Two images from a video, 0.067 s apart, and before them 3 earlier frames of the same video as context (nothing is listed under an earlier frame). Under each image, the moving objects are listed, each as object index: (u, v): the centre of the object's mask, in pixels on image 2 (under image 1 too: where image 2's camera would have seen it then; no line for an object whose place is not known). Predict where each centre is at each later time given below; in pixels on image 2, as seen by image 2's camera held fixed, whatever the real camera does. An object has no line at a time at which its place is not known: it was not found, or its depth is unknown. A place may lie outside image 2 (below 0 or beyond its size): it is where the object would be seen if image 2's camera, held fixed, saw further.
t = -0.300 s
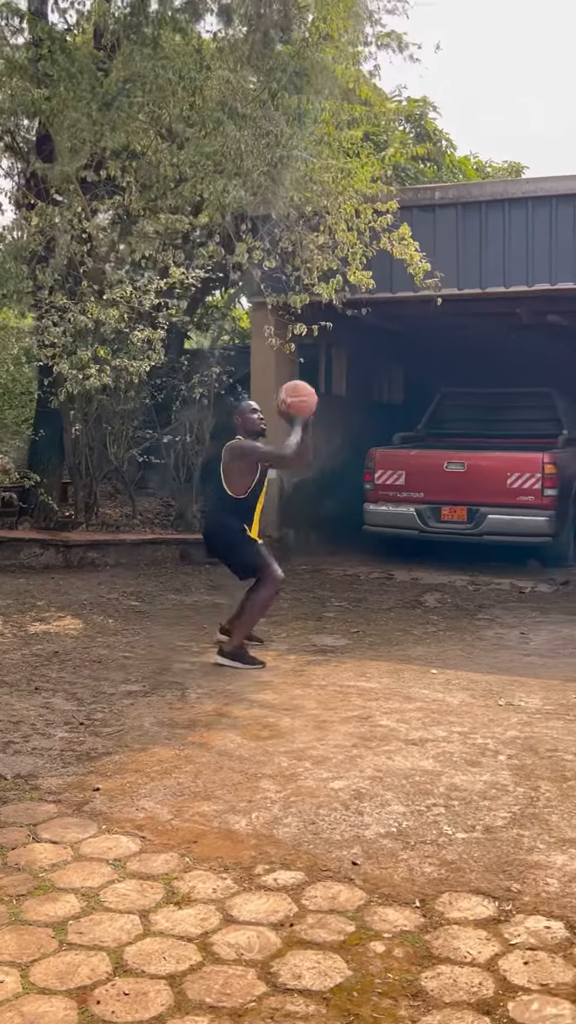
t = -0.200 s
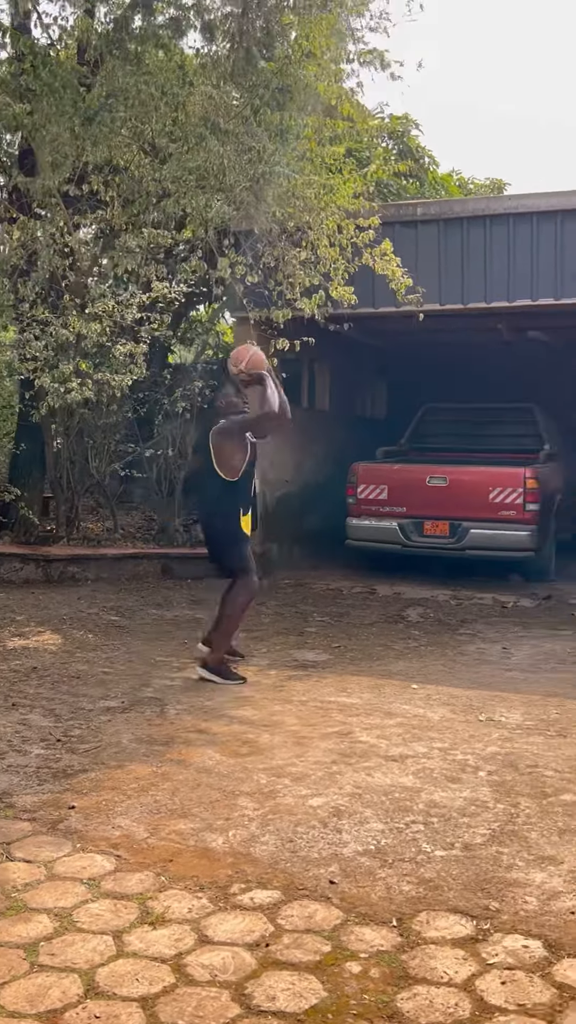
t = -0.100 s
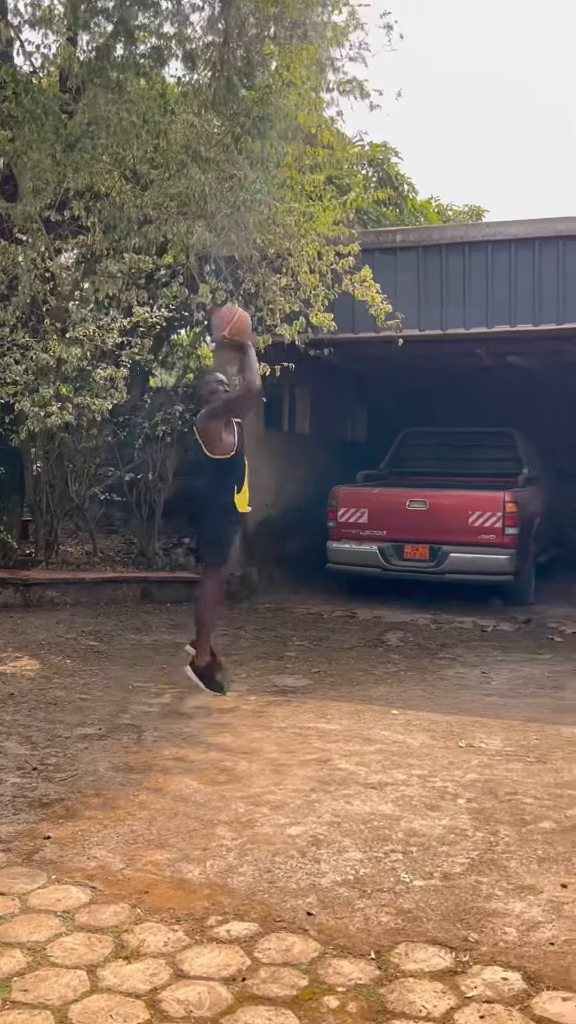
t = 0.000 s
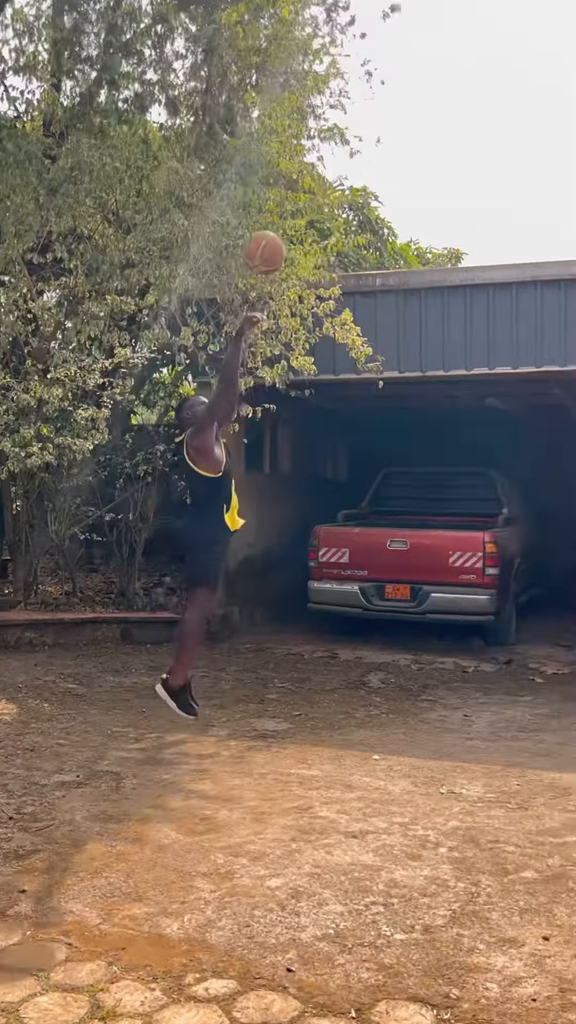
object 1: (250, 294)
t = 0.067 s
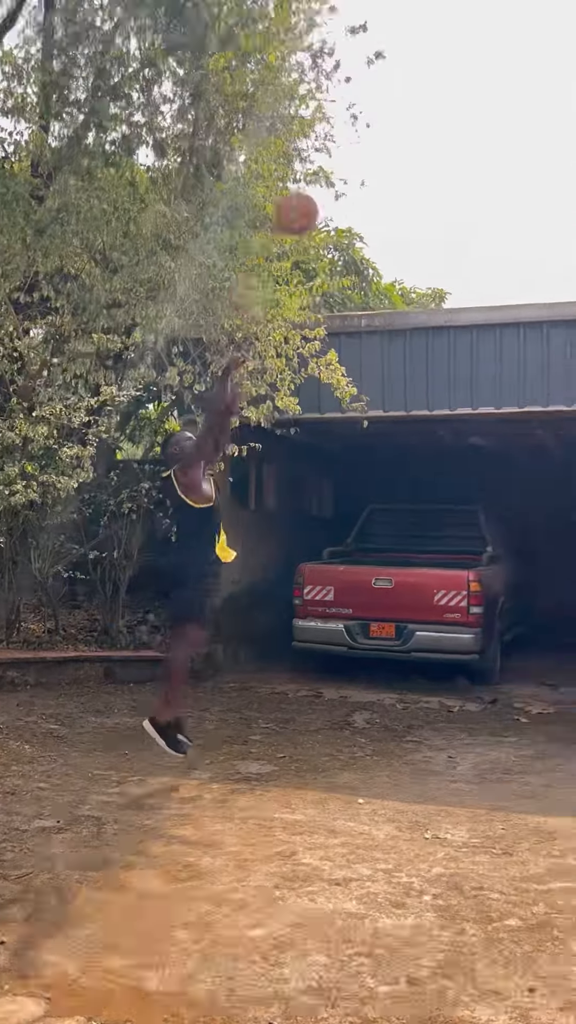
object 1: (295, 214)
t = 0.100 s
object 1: (321, 173)
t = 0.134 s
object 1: (347, 135)
